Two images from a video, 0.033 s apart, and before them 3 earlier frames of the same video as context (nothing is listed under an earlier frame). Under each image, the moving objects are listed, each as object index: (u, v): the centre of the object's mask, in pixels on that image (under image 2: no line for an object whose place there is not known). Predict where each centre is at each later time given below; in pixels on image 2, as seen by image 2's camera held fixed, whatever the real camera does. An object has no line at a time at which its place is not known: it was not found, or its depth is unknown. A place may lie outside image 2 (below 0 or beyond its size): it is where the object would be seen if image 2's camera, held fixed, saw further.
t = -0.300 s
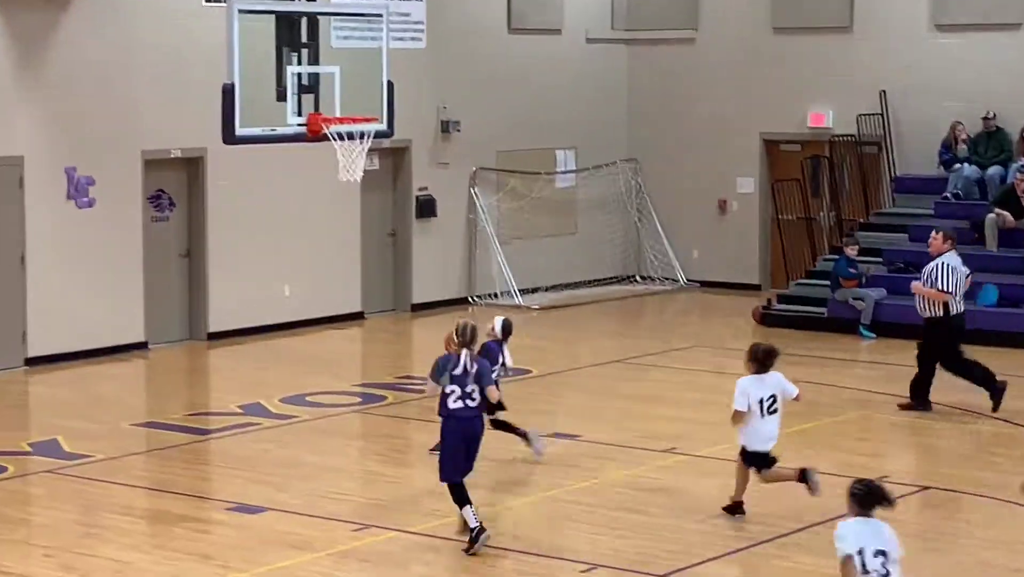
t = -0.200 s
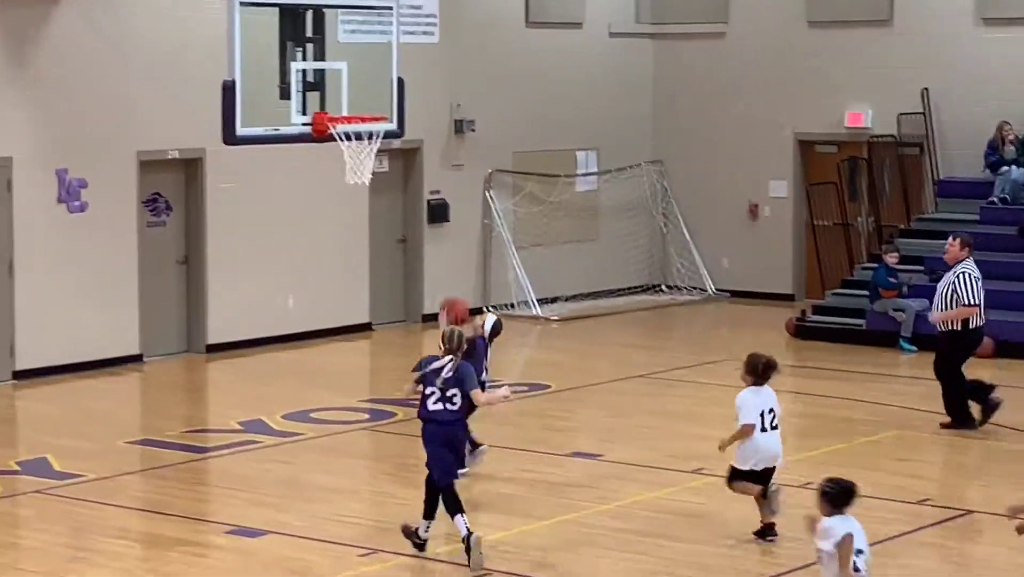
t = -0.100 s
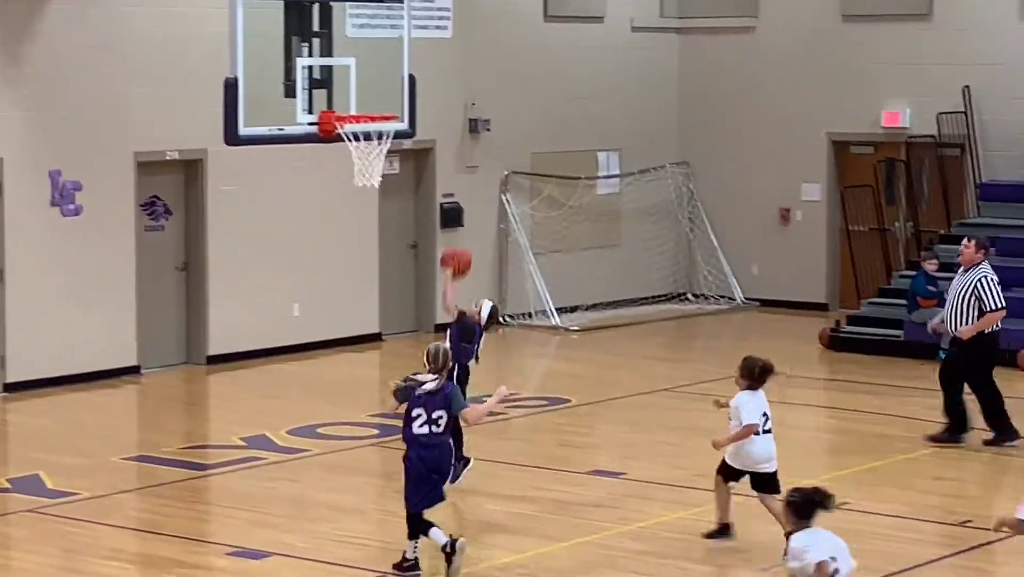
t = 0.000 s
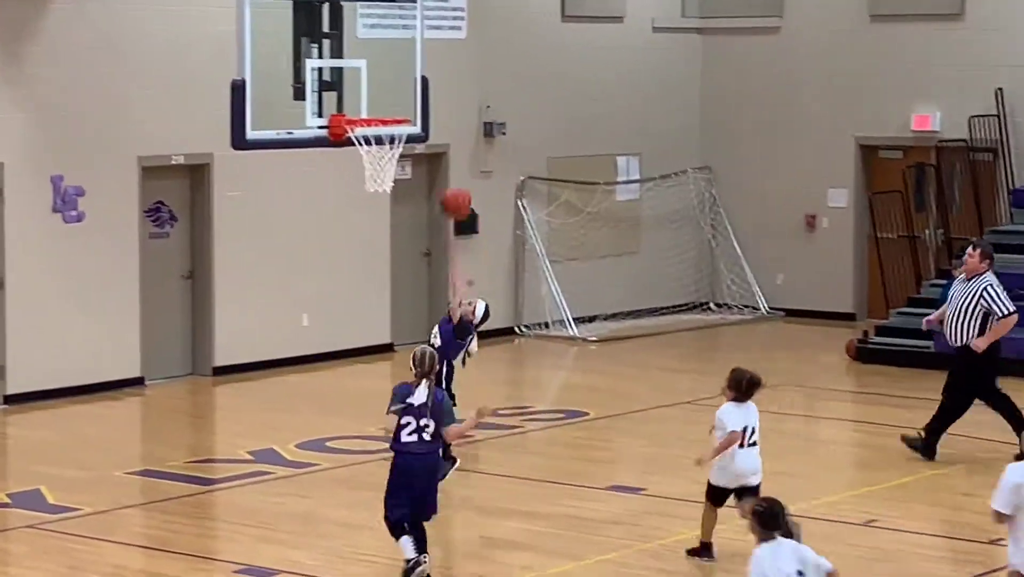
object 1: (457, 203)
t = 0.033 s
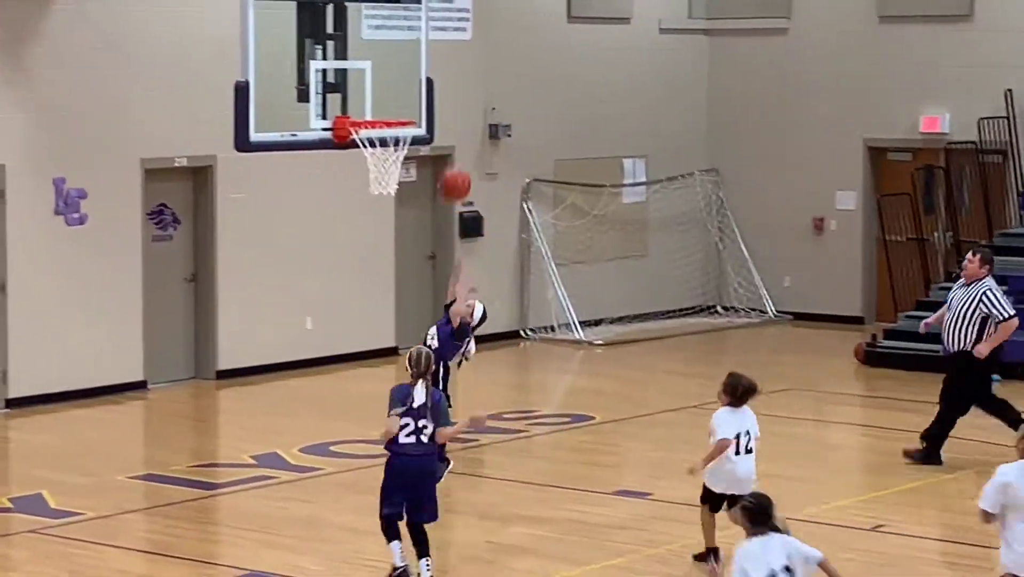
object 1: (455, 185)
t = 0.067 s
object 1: (451, 167)
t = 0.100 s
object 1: (444, 149)
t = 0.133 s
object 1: (439, 132)
